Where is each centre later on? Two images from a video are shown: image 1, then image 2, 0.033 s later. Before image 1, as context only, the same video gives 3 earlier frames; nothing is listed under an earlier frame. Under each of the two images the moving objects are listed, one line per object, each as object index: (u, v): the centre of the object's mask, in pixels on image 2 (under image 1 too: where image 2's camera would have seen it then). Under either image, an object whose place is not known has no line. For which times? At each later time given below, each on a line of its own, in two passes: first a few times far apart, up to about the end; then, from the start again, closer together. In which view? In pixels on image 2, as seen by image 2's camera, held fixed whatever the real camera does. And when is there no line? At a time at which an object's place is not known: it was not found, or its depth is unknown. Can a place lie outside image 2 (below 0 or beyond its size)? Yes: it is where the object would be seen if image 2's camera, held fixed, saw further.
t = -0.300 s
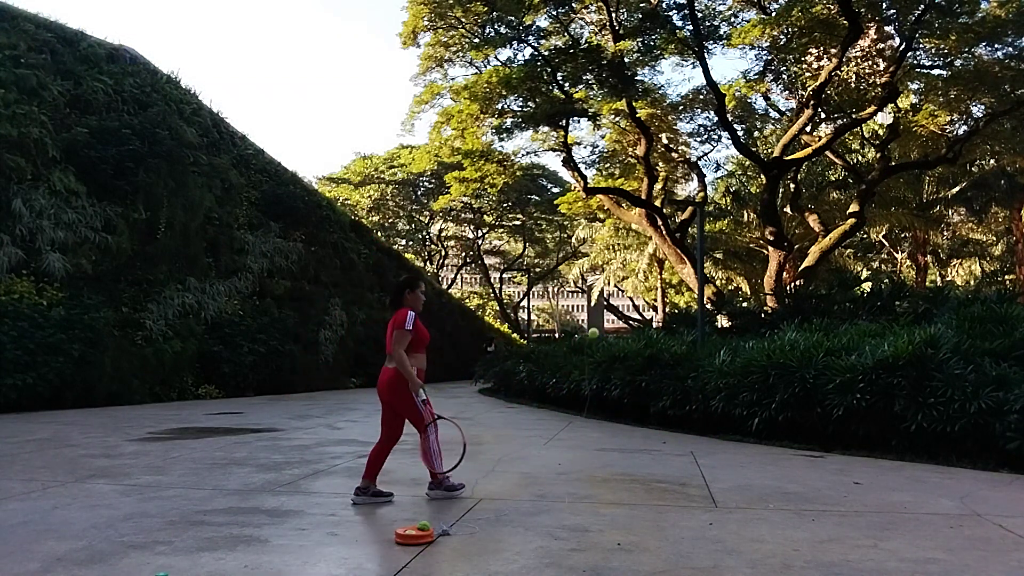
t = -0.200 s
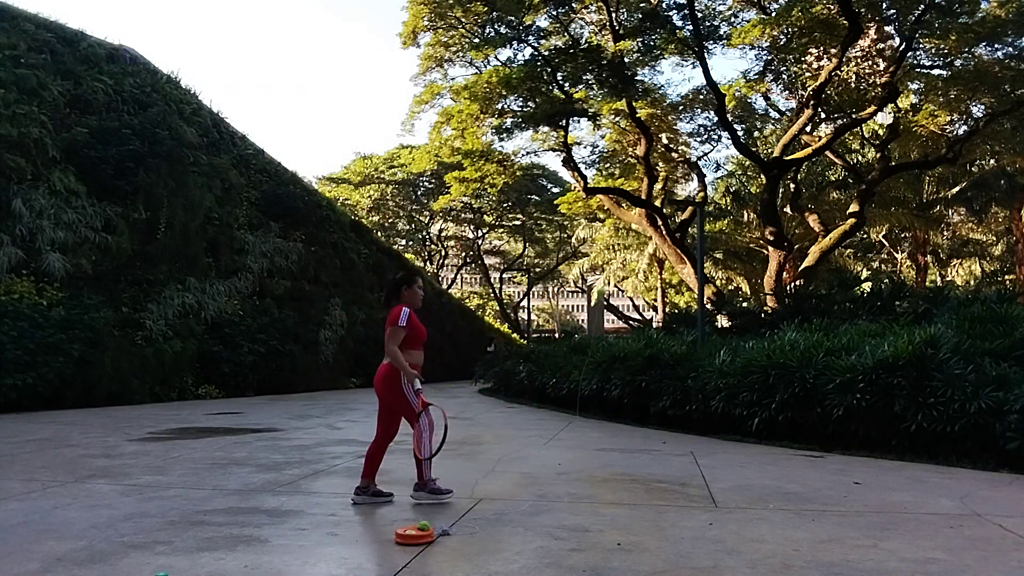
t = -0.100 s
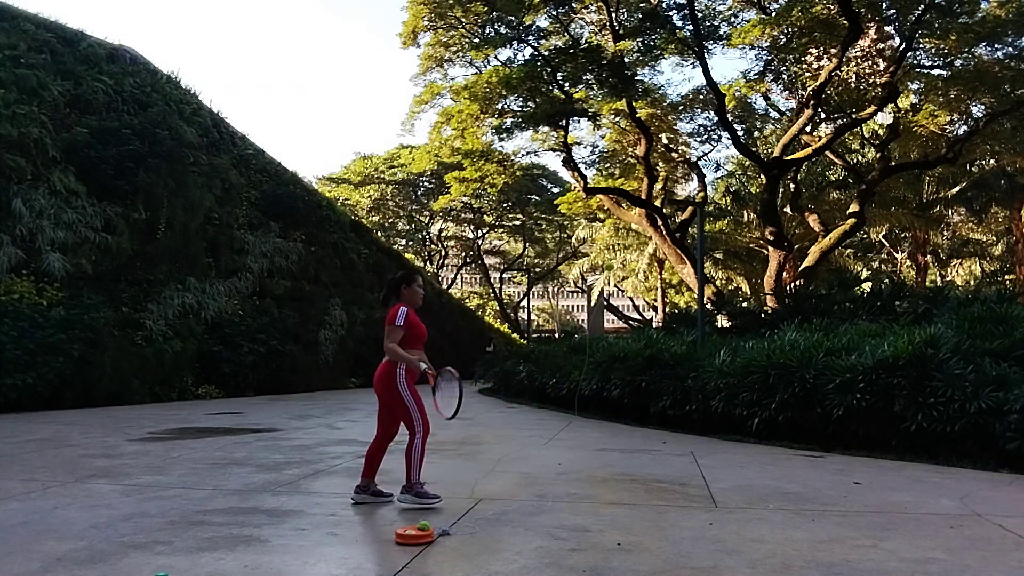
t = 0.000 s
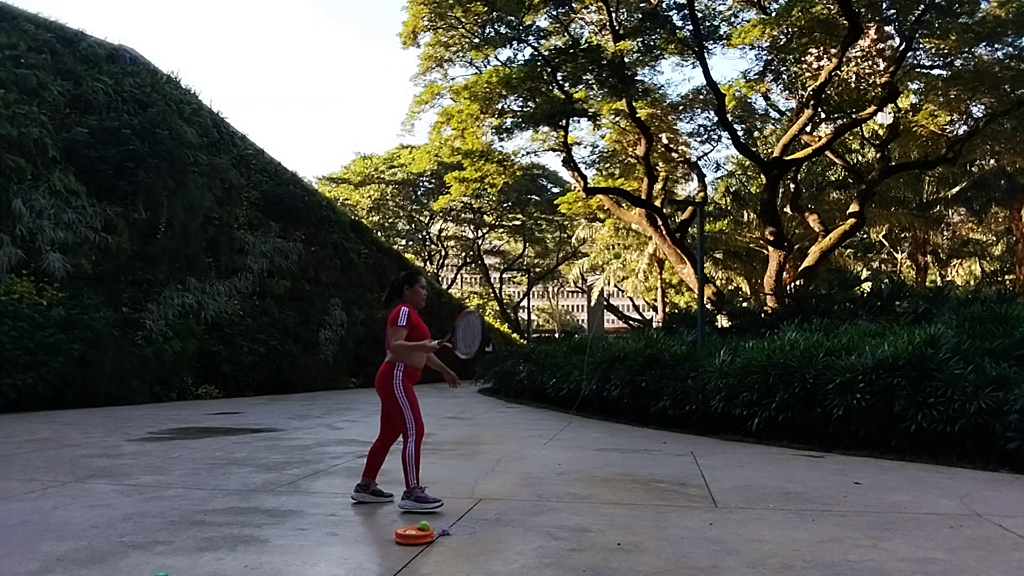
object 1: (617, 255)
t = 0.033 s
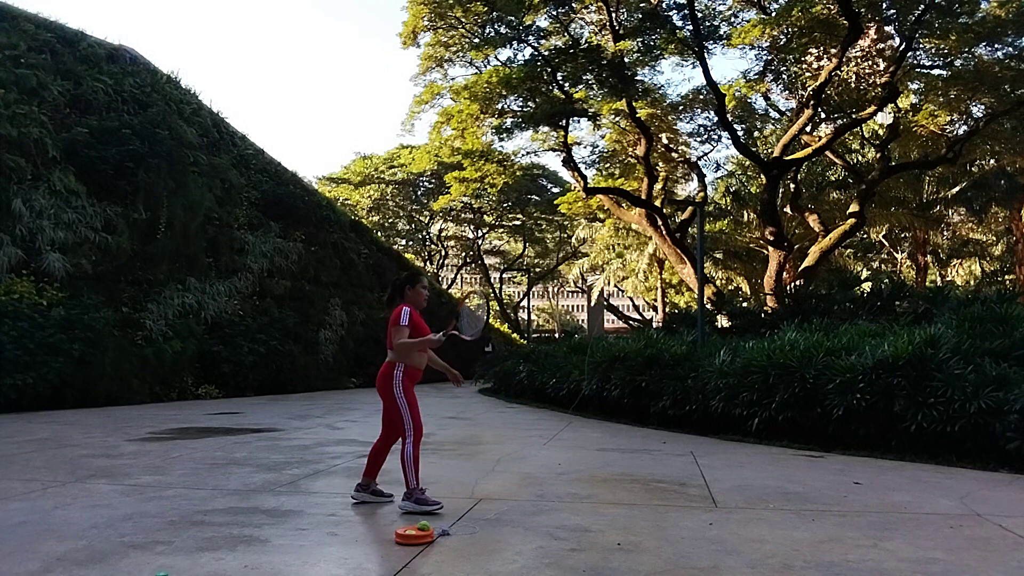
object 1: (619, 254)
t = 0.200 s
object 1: (633, 277)
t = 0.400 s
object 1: (654, 369)
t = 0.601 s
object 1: (676, 505)
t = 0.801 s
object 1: (693, 405)
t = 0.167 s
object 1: (631, 269)
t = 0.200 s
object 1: (633, 277)
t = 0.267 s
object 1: (640, 300)
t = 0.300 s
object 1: (643, 313)
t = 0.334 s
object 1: (646, 329)
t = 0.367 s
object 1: (650, 348)
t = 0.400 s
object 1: (654, 369)
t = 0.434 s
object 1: (657, 391)
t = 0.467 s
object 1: (661, 417)
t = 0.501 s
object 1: (665, 444)
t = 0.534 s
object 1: (669, 475)
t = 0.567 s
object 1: (673, 508)
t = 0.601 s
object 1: (676, 505)
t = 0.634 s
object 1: (679, 483)
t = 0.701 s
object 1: (685, 446)
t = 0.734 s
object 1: (688, 430)
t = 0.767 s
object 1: (690, 417)
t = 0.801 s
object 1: (693, 405)
